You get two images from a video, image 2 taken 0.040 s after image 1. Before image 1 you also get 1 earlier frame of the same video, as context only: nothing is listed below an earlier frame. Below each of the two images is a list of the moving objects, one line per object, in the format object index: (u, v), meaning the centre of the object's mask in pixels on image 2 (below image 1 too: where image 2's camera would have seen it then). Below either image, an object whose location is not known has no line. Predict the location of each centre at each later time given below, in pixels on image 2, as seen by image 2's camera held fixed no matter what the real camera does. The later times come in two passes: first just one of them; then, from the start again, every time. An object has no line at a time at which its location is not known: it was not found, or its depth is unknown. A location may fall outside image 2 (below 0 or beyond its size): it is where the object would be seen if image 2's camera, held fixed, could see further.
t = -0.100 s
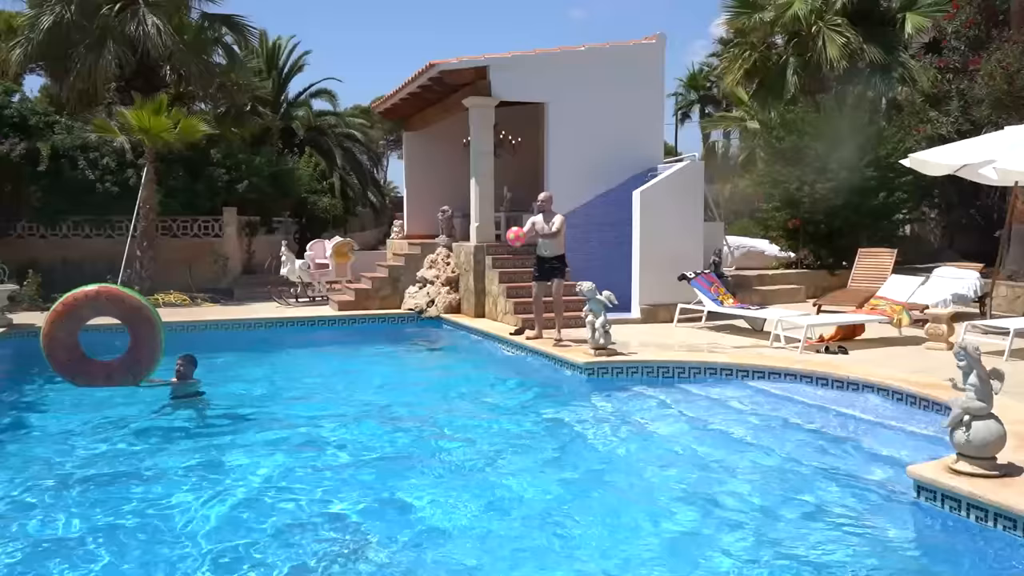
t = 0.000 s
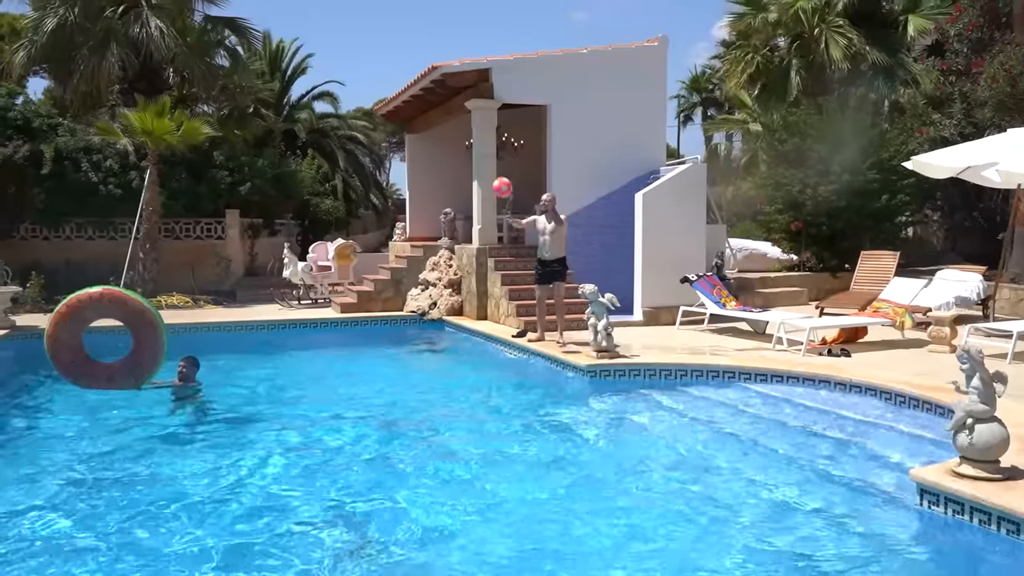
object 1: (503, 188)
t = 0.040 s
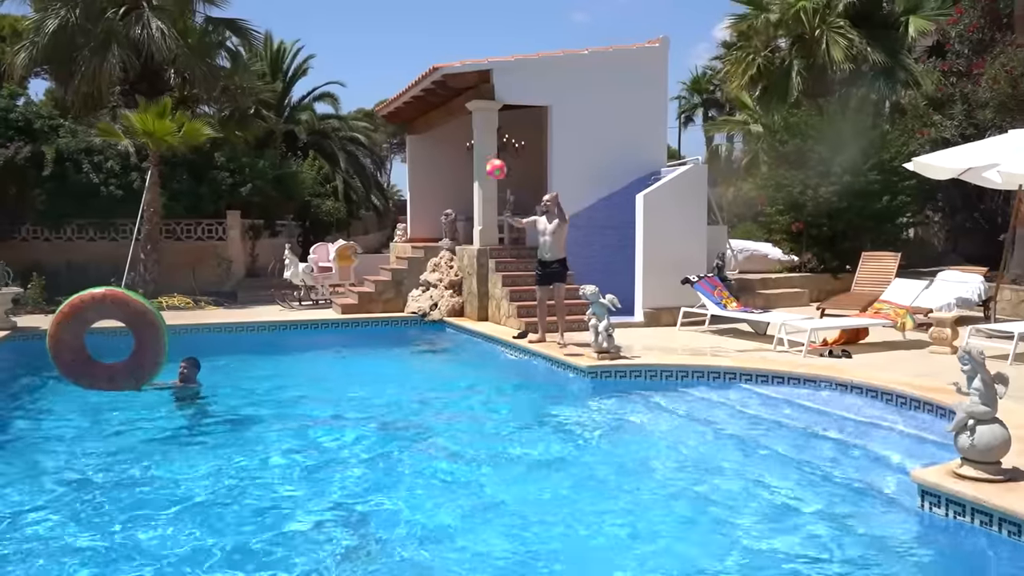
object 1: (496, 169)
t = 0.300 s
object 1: (444, 72)
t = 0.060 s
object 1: (492, 160)
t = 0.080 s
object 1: (488, 151)
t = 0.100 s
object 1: (484, 142)
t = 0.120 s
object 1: (481, 134)
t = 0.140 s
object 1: (478, 126)
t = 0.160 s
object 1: (474, 118)
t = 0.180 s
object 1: (470, 111)
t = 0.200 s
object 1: (465, 104)
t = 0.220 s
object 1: (461, 97)
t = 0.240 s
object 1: (458, 90)
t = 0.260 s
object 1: (453, 84)
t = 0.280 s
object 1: (449, 78)
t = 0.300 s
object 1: (444, 72)
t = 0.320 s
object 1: (440, 67)
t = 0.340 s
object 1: (435, 62)
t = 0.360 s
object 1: (432, 58)
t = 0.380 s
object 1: (428, 53)
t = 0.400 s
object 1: (424, 49)
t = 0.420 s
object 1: (420, 46)
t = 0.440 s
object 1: (415, 43)
